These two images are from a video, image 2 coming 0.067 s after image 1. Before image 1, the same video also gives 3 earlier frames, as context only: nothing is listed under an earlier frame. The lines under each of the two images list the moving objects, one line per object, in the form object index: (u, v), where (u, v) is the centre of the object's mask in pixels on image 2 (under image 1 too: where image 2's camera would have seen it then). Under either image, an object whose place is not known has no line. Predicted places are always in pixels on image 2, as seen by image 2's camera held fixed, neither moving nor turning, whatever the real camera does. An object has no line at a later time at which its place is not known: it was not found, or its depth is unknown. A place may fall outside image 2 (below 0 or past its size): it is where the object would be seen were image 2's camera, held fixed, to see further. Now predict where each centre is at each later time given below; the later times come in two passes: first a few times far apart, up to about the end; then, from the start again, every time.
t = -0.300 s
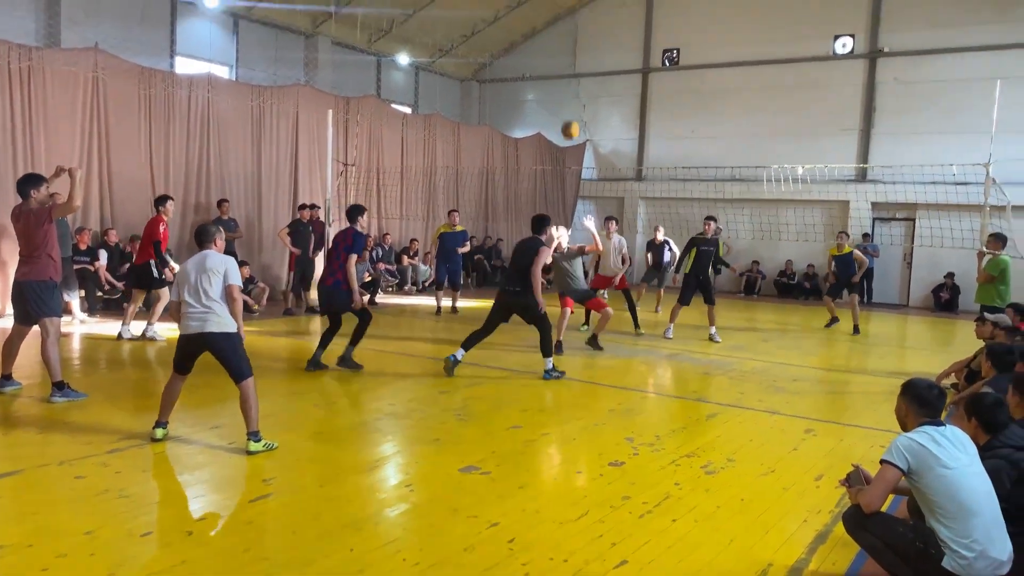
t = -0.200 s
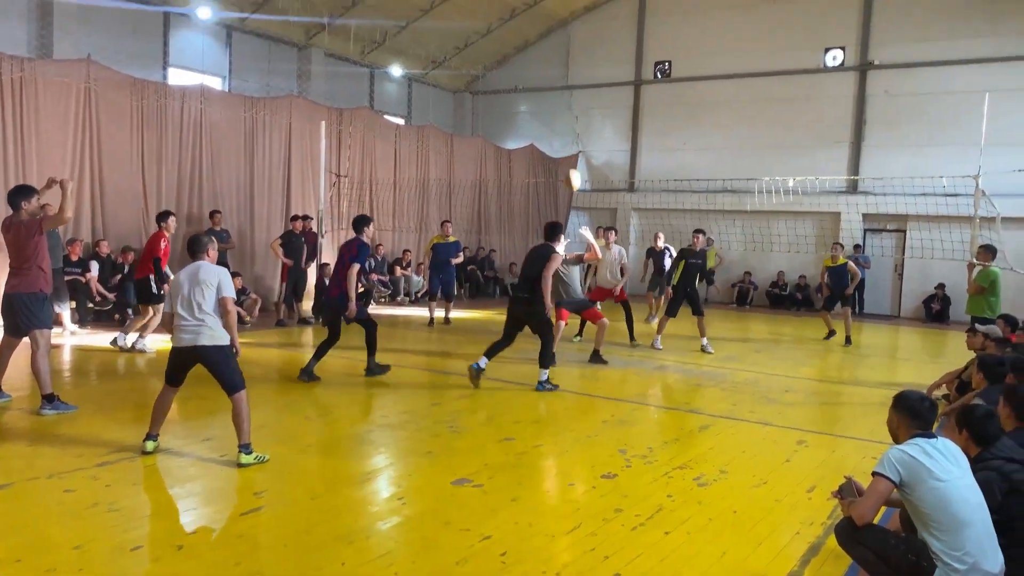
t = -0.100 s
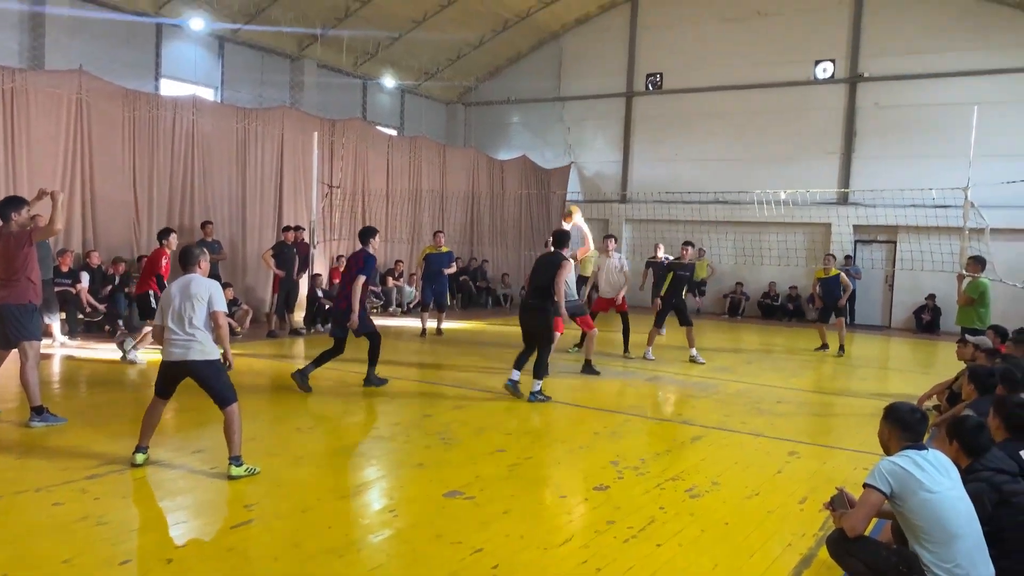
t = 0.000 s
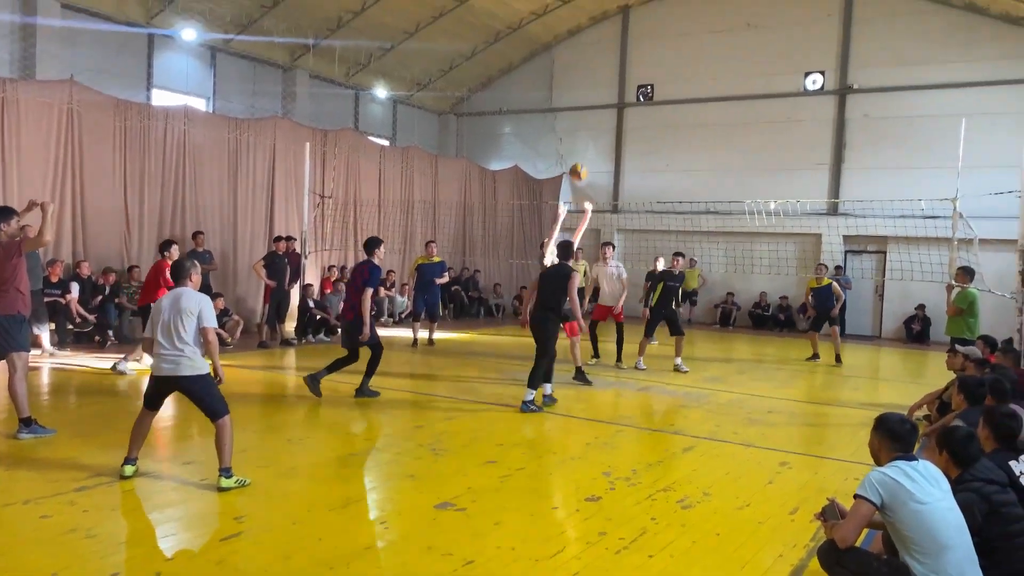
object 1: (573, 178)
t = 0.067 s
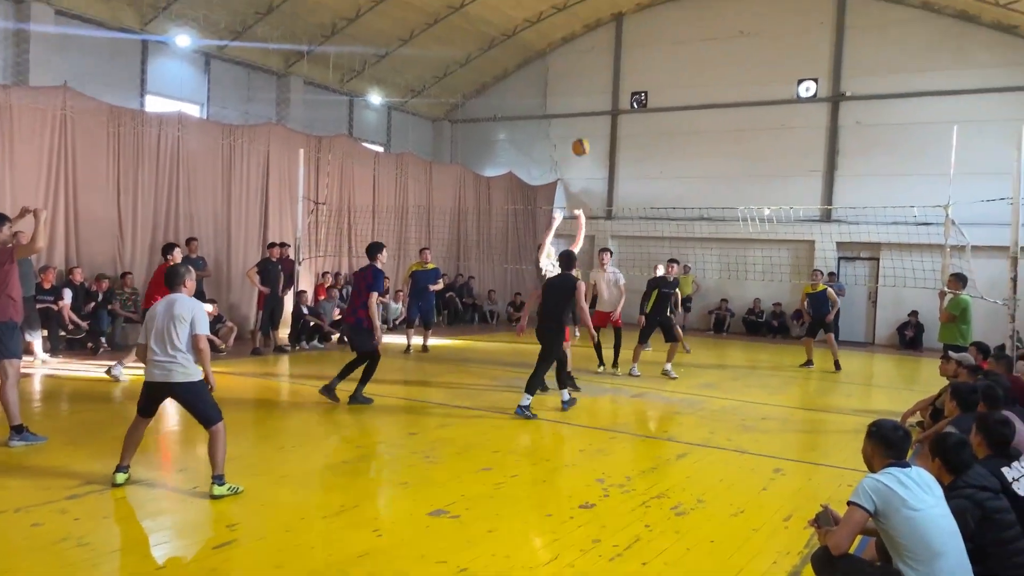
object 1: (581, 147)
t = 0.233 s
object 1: (600, 85)
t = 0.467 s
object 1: (621, 36)
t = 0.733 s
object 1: (646, 35)
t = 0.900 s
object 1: (659, 64)
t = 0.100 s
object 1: (585, 133)
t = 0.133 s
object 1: (589, 120)
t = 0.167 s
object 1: (592, 107)
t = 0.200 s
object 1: (596, 95)
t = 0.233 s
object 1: (600, 85)
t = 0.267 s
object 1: (603, 75)
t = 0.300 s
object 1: (607, 66)
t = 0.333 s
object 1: (610, 58)
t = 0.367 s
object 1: (613, 51)
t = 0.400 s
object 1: (616, 46)
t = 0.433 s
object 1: (619, 40)
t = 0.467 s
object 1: (621, 36)
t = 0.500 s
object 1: (625, 34)
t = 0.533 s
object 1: (628, 31)
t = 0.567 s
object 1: (631, 29)
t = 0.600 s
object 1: (634, 28)
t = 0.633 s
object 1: (637, 29)
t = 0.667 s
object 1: (639, 30)
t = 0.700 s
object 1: (643, 32)
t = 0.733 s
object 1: (646, 35)
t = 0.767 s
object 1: (648, 39)
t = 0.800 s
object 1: (651, 44)
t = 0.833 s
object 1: (654, 50)
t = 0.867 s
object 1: (657, 57)
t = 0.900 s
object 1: (659, 64)
